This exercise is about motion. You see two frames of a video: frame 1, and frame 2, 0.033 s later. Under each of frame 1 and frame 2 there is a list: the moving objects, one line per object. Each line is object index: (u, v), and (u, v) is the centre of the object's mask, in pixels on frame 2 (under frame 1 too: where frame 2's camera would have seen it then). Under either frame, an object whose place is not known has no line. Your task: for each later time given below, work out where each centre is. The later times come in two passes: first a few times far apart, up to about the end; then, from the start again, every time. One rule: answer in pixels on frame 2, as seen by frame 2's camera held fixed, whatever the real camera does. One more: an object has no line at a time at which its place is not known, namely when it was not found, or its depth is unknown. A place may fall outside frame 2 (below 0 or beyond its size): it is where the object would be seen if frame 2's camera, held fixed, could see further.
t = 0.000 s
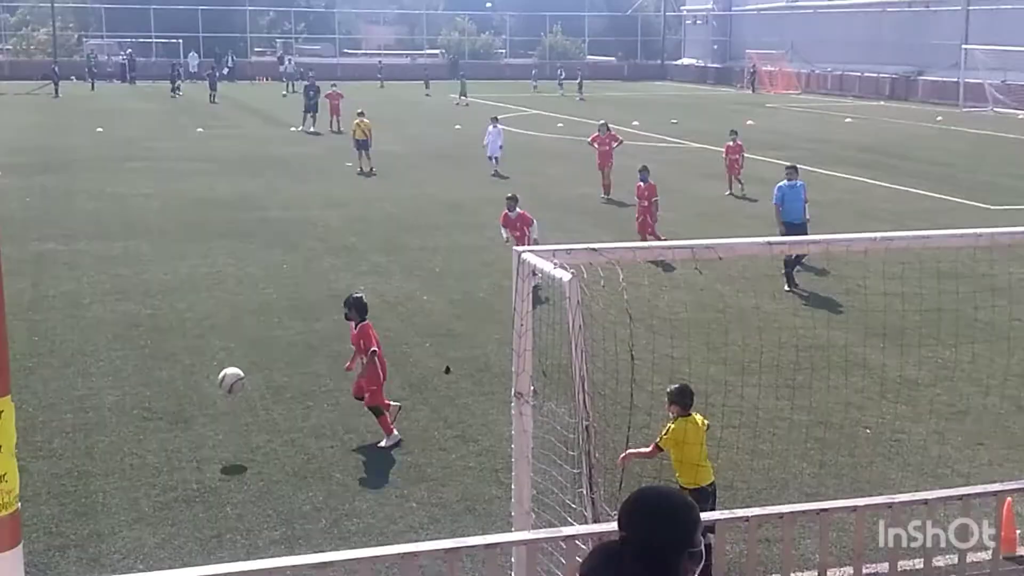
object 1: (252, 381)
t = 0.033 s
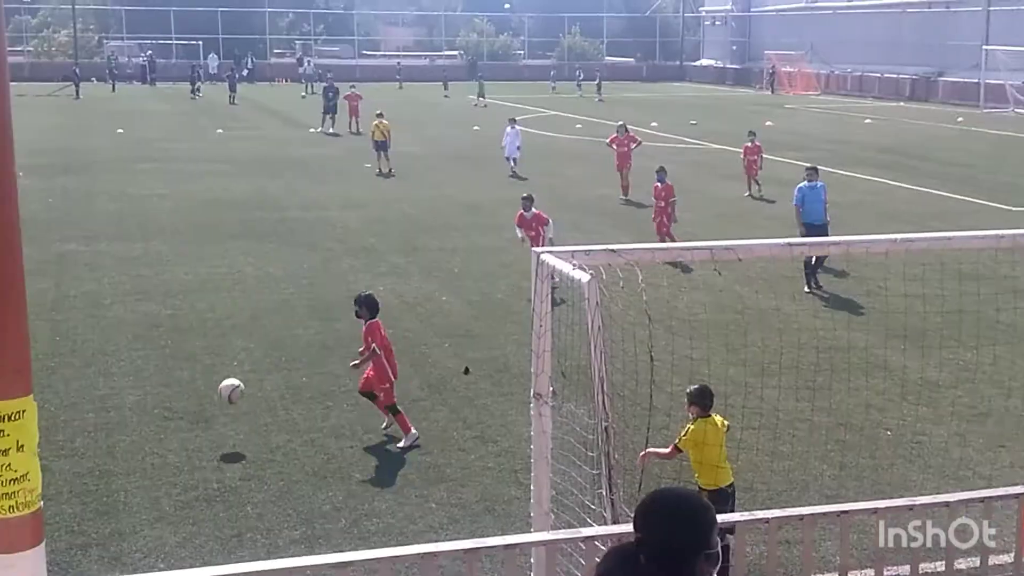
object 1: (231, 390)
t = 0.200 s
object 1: (155, 374)
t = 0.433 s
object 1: (81, 308)
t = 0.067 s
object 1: (212, 402)
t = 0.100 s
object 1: (193, 415)
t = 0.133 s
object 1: (180, 406)
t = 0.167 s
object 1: (168, 389)
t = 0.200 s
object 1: (155, 374)
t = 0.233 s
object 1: (146, 361)
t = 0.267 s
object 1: (134, 350)
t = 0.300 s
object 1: (123, 339)
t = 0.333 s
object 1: (112, 330)
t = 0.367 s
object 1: (102, 321)
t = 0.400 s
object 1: (92, 313)
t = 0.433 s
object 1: (81, 308)
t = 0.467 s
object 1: (72, 305)
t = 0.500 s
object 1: (62, 299)
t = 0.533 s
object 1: (53, 299)
